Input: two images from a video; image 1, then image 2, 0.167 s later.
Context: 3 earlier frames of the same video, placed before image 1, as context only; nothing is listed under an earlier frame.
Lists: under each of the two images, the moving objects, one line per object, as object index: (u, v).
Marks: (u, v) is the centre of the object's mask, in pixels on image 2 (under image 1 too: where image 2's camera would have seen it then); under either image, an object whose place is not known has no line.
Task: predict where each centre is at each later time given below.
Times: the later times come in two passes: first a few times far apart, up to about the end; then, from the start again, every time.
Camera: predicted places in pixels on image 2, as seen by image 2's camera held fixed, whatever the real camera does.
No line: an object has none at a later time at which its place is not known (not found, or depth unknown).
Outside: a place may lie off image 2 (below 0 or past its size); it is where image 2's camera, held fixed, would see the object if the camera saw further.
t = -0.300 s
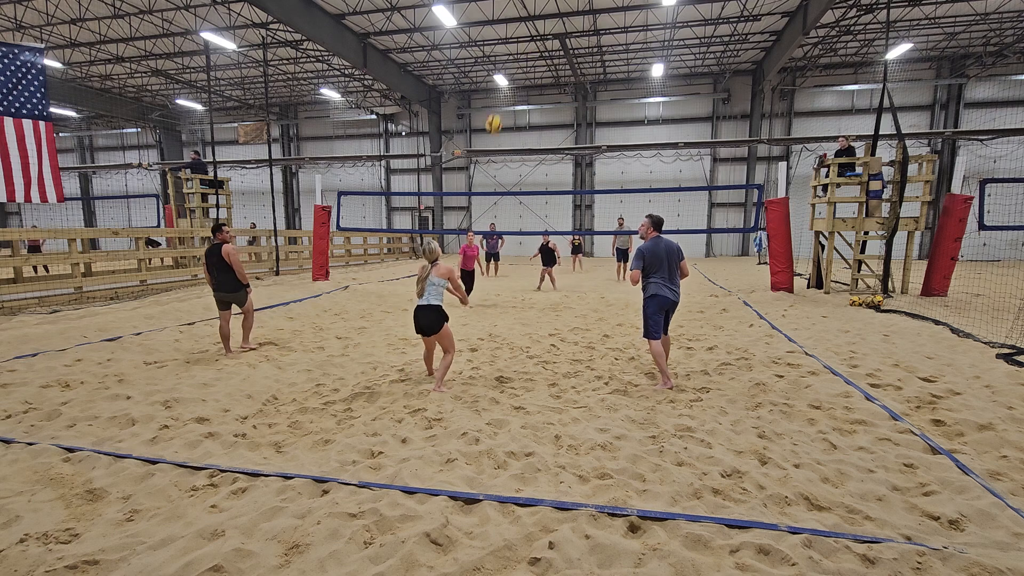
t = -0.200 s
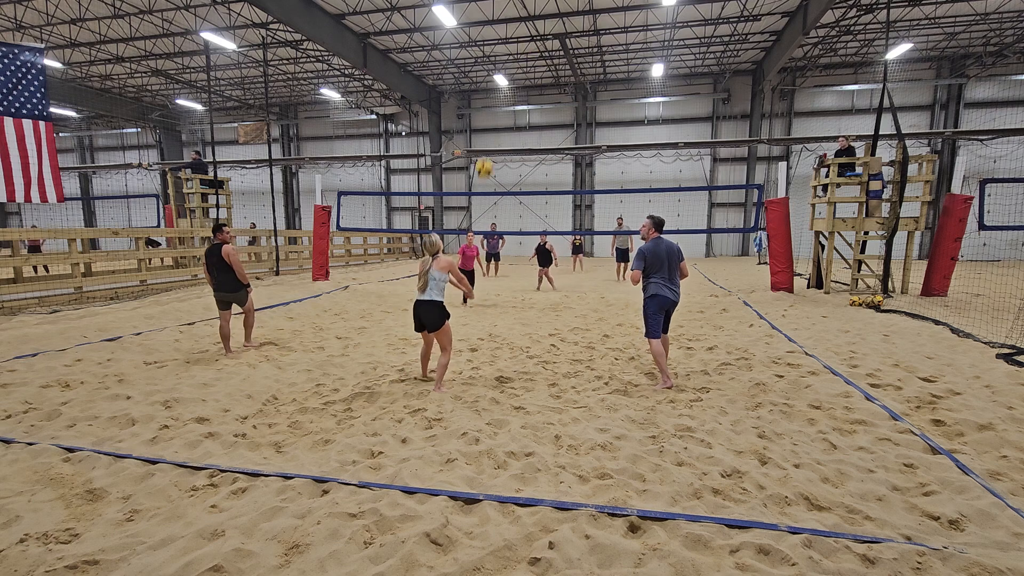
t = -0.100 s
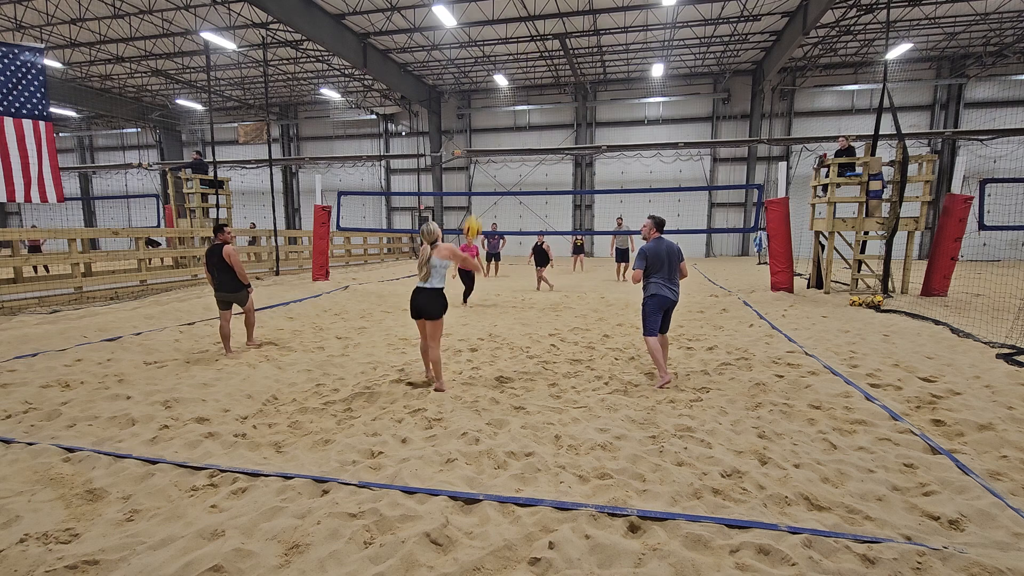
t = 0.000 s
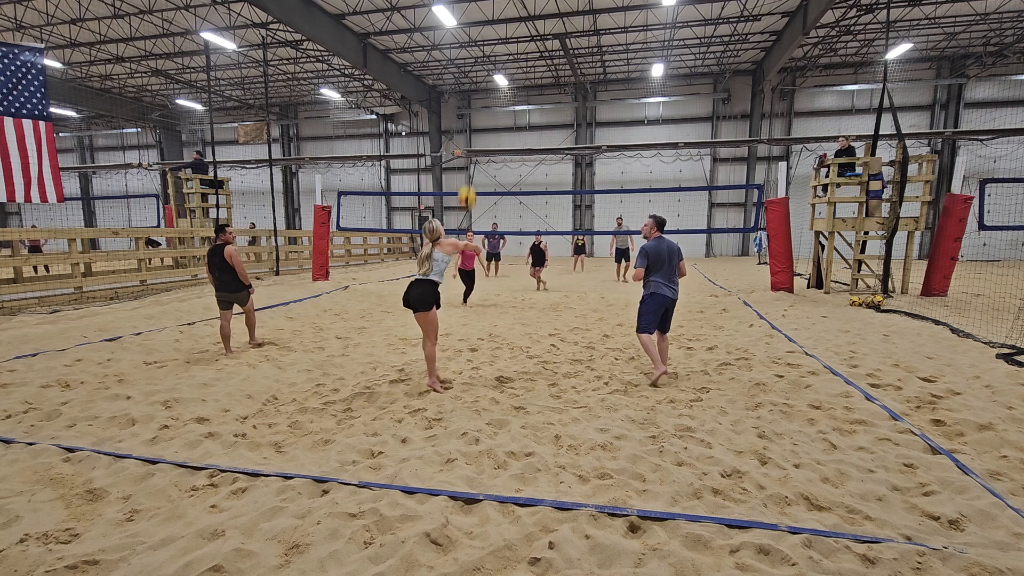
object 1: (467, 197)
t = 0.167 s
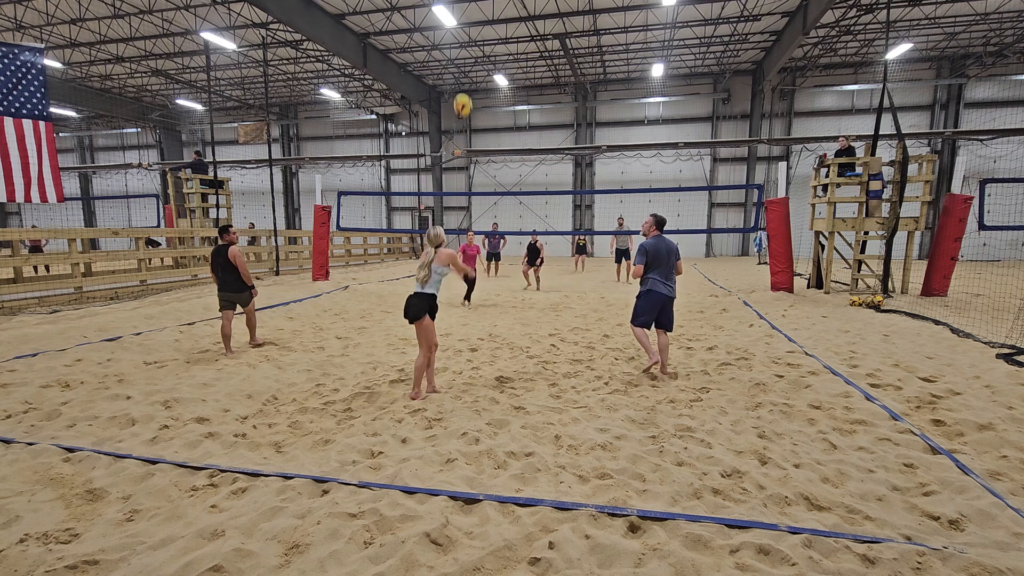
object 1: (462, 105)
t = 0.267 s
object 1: (461, 66)
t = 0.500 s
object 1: (458, 17)
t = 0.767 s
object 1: (454, 19)
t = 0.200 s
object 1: (462, 92)
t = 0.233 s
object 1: (461, 79)
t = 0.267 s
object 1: (461, 66)
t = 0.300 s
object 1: (460, 56)
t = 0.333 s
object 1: (459, 47)
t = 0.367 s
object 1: (459, 38)
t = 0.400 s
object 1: (459, 32)
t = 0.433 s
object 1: (458, 26)
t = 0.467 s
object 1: (458, 20)
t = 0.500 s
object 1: (458, 17)
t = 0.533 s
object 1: (457, 13)
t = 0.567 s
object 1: (456, 11)
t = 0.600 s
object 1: (455, 10)
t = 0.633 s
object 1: (455, 10)
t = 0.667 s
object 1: (455, 11)
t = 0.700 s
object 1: (454, 12)
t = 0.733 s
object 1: (454, 14)
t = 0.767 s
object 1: (454, 19)
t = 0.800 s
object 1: (453, 23)
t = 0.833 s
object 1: (453, 27)
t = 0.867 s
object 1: (451, 32)
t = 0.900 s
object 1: (452, 37)
